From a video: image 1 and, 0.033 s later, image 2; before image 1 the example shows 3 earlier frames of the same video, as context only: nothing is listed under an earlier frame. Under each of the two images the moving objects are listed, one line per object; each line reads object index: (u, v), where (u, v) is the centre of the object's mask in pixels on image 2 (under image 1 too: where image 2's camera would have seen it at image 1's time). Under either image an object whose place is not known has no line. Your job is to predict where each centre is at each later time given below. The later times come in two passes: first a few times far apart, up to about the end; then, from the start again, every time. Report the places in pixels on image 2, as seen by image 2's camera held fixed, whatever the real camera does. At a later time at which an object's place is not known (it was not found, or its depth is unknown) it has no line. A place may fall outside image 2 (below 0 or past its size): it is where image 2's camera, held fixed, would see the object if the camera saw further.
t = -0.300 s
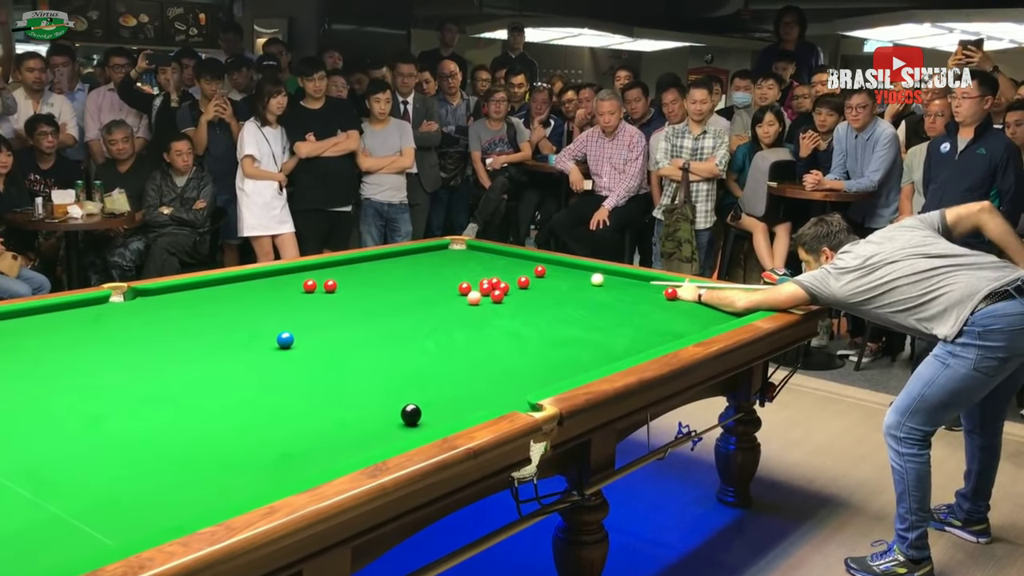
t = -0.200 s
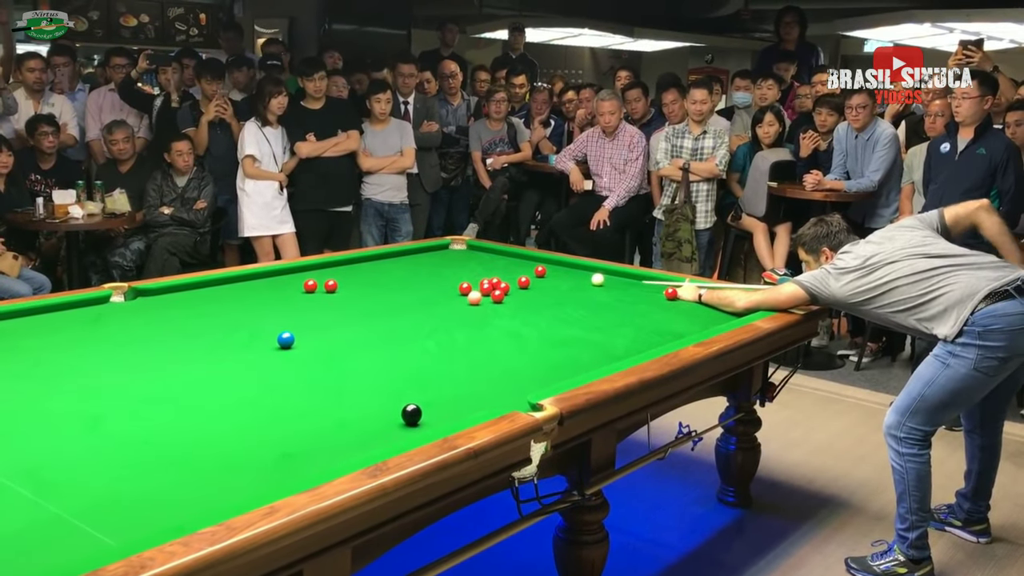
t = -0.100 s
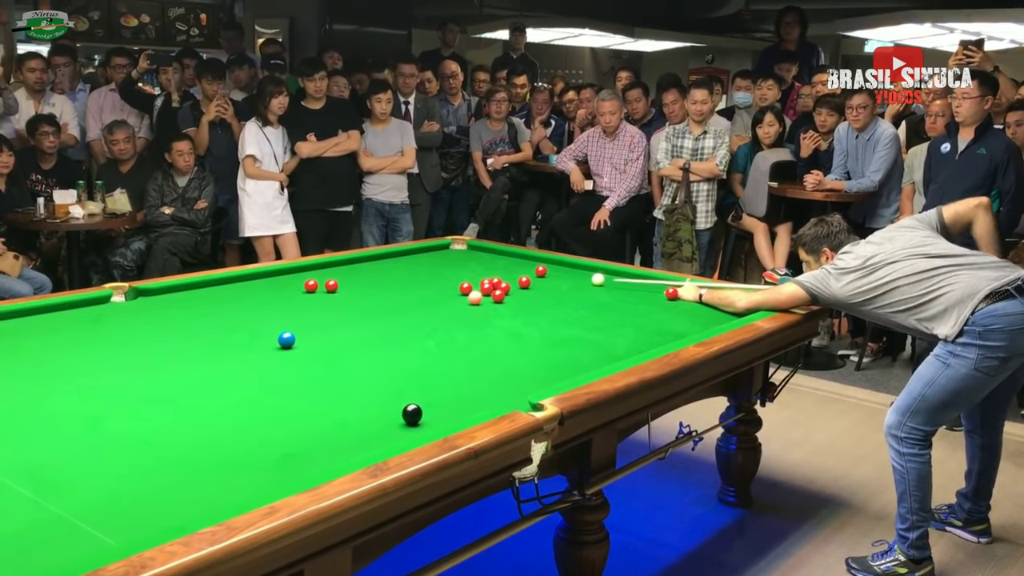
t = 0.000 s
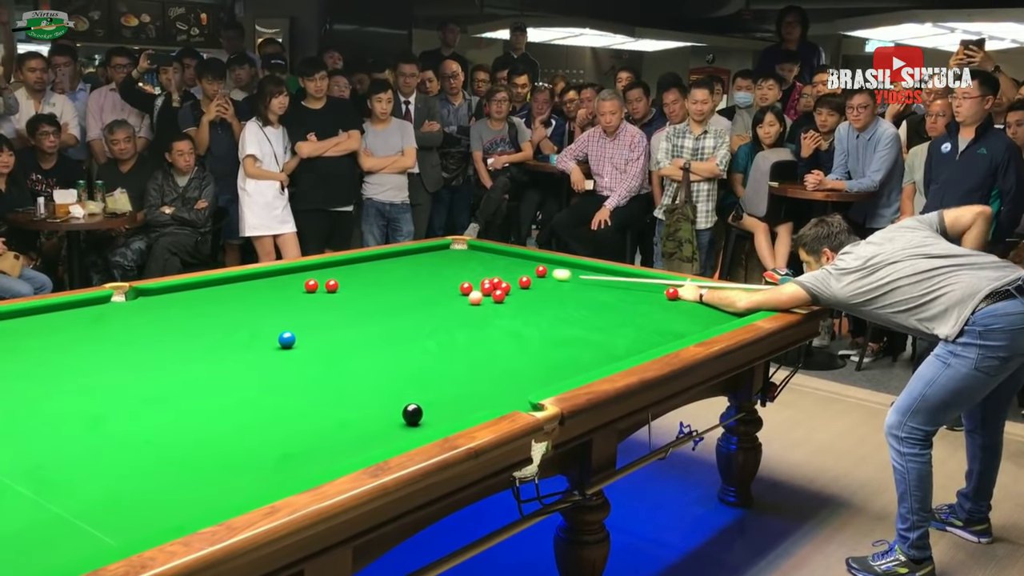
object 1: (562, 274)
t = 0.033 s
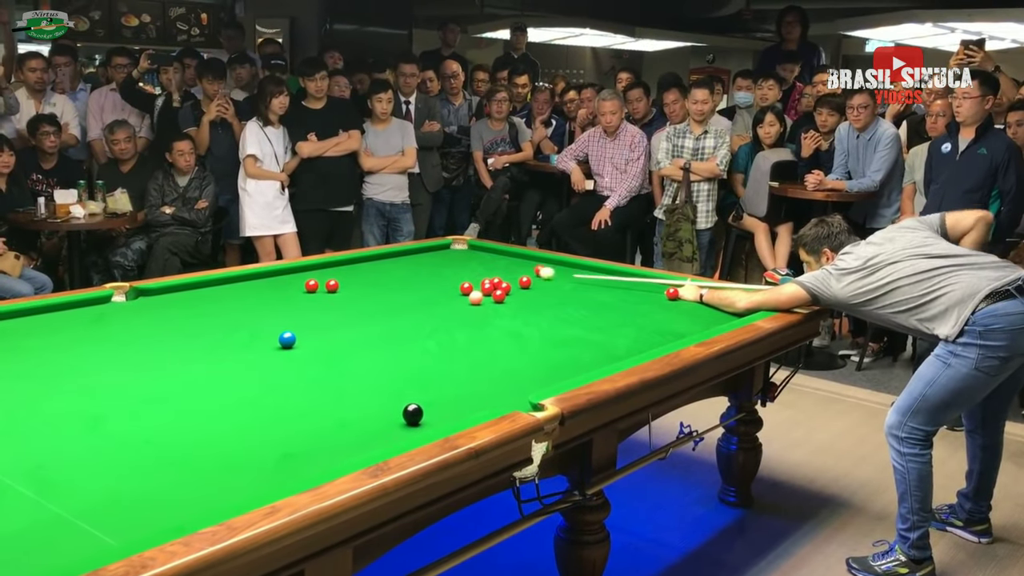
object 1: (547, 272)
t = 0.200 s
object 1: (505, 274)
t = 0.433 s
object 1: (444, 276)
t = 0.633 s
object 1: (391, 278)
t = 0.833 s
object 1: (338, 277)
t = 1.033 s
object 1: (281, 280)
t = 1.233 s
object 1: (224, 281)
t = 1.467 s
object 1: (190, 290)
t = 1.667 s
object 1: (166, 300)
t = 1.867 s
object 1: (141, 310)
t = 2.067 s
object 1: (114, 320)
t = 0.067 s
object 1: (539, 273)
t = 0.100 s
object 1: (530, 273)
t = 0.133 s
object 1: (521, 273)
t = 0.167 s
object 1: (514, 274)
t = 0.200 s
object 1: (505, 274)
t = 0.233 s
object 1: (496, 274)
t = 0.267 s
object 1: (487, 274)
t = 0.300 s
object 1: (479, 275)
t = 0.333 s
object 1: (470, 275)
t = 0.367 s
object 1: (462, 276)
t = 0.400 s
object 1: (453, 276)
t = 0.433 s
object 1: (444, 276)
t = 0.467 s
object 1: (436, 276)
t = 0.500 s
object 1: (427, 276)
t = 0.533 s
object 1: (418, 277)
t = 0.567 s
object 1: (409, 277)
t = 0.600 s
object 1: (401, 277)
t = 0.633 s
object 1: (391, 278)
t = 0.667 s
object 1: (383, 277)
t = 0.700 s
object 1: (373, 278)
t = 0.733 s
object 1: (364, 278)
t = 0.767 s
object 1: (355, 278)
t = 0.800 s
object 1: (346, 278)
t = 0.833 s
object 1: (338, 277)
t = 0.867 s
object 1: (326, 277)
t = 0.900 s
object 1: (320, 277)
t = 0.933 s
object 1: (308, 277)
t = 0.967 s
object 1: (299, 279)
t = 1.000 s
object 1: (290, 280)
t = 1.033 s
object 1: (281, 280)
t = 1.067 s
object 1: (271, 280)
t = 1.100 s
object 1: (262, 280)
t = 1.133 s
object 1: (253, 281)
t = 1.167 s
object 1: (243, 281)
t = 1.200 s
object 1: (234, 281)
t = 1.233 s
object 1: (224, 281)
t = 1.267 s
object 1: (214, 281)
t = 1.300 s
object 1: (209, 282)
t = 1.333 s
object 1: (205, 284)
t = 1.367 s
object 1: (201, 286)
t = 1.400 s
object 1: (198, 287)
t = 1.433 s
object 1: (194, 288)
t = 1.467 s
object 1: (190, 290)
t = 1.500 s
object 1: (186, 292)
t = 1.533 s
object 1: (182, 293)
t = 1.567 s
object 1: (178, 295)
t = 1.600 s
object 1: (174, 296)
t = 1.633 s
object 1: (170, 298)
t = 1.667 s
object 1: (166, 300)
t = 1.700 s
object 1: (162, 301)
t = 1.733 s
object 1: (158, 303)
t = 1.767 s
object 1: (154, 305)
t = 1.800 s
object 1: (150, 306)
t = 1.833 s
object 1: (145, 308)
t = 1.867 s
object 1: (141, 310)
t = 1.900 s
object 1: (136, 311)
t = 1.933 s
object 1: (132, 313)
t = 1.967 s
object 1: (128, 315)
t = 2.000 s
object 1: (123, 317)
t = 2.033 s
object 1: (118, 319)
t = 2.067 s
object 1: (114, 320)
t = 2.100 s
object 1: (109, 322)
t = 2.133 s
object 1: (105, 324)
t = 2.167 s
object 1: (100, 326)
